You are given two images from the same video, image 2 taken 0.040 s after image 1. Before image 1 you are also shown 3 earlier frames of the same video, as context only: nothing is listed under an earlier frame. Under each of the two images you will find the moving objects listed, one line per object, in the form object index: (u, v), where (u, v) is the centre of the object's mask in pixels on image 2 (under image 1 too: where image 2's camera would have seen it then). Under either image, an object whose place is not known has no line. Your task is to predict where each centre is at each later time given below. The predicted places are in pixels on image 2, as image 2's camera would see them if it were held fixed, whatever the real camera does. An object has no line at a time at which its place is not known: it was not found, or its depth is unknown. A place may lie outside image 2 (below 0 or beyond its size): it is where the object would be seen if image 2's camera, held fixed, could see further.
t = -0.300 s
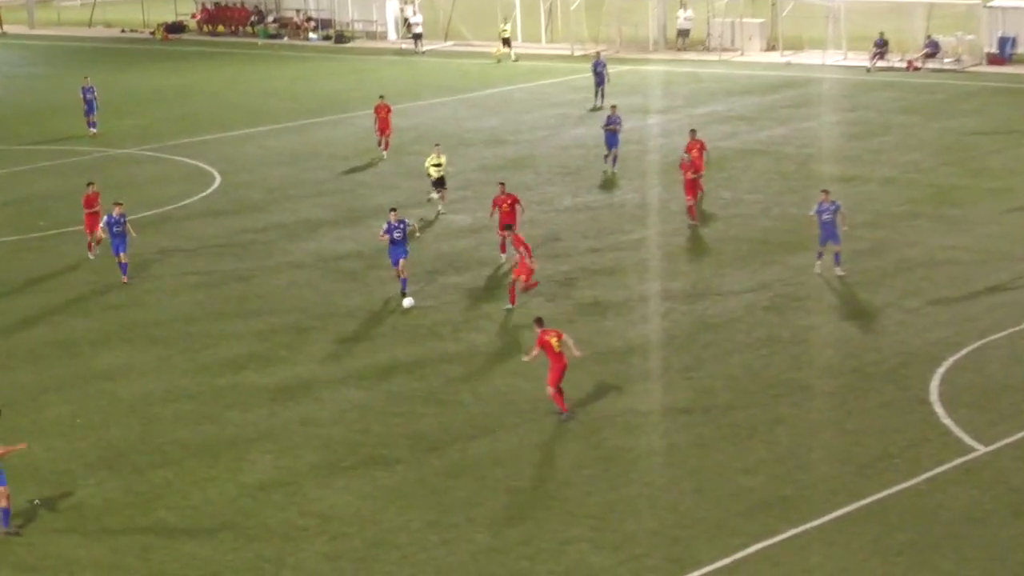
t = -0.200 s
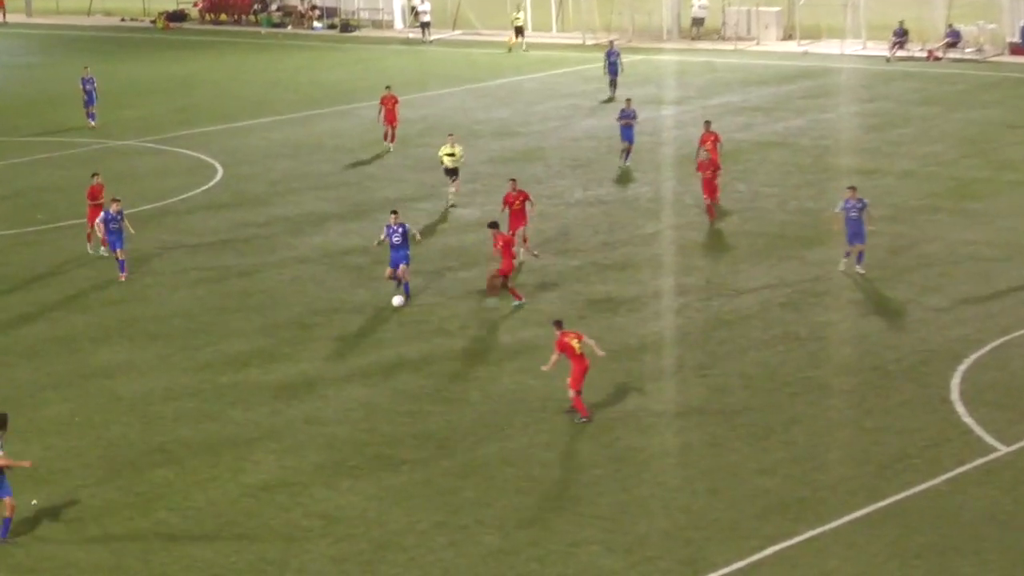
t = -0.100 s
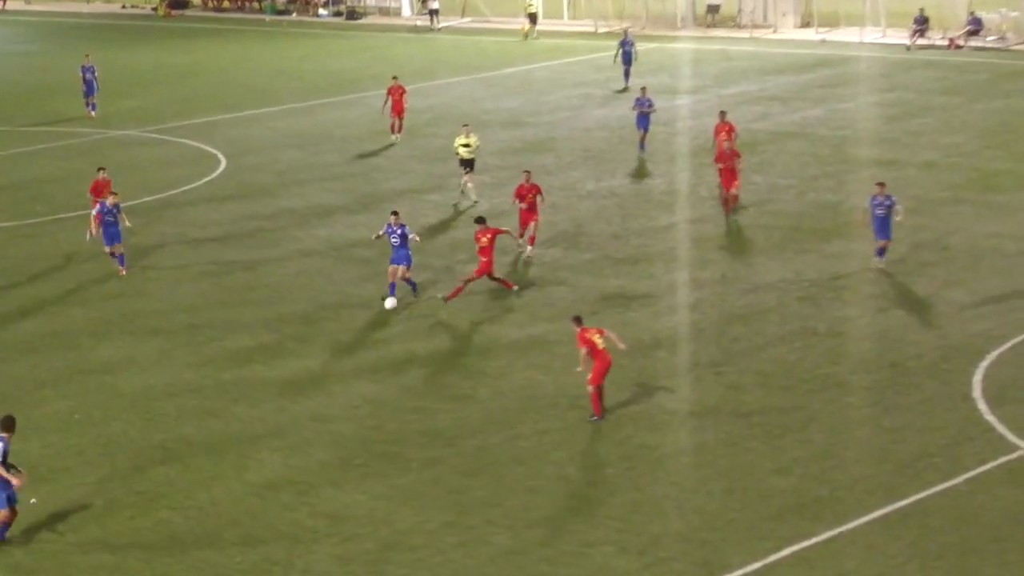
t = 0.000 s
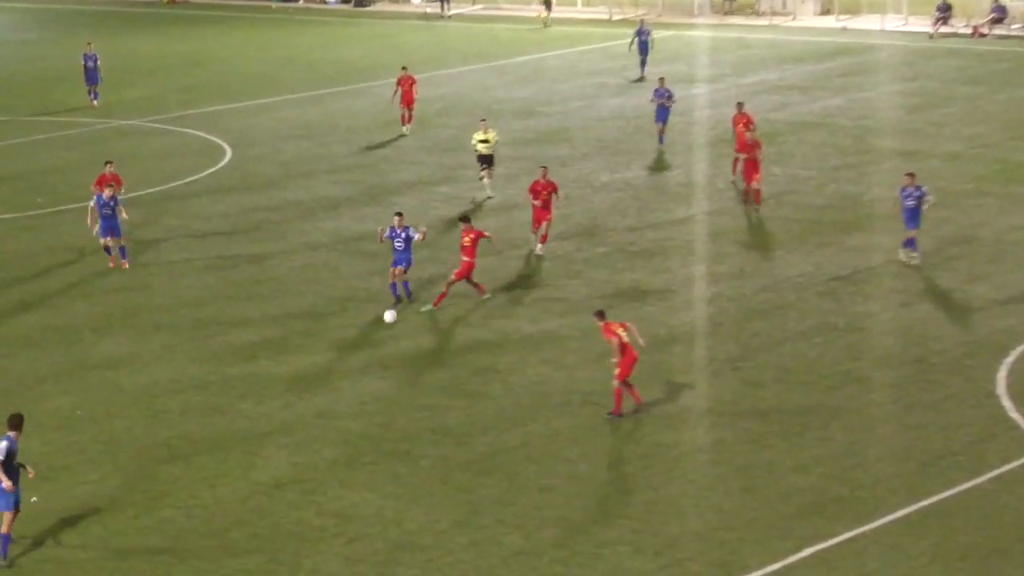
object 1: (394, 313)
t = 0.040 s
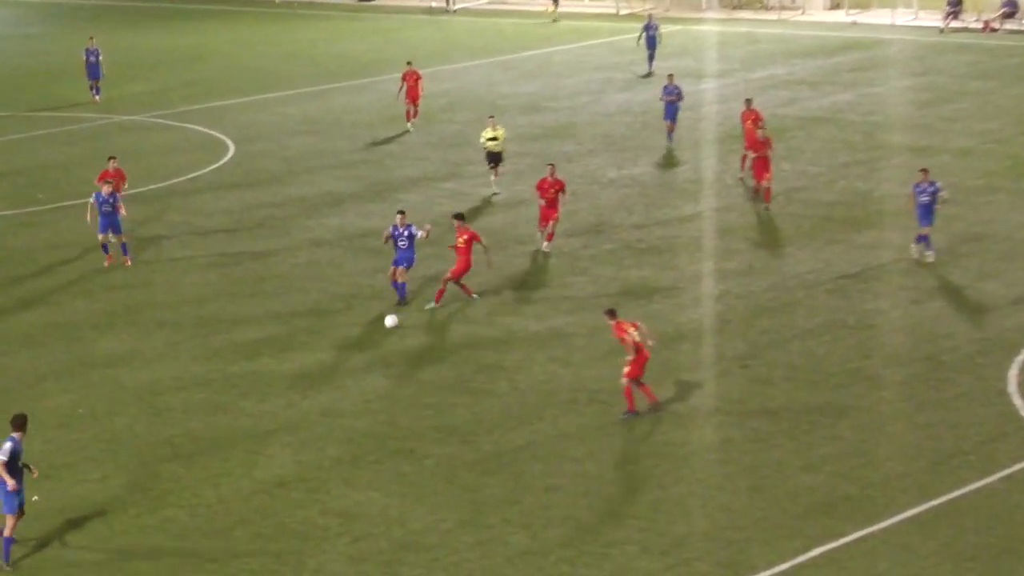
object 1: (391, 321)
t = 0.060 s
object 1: (389, 324)
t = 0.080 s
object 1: (387, 328)
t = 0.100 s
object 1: (386, 332)
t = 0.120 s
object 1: (384, 335)
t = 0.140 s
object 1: (382, 339)
